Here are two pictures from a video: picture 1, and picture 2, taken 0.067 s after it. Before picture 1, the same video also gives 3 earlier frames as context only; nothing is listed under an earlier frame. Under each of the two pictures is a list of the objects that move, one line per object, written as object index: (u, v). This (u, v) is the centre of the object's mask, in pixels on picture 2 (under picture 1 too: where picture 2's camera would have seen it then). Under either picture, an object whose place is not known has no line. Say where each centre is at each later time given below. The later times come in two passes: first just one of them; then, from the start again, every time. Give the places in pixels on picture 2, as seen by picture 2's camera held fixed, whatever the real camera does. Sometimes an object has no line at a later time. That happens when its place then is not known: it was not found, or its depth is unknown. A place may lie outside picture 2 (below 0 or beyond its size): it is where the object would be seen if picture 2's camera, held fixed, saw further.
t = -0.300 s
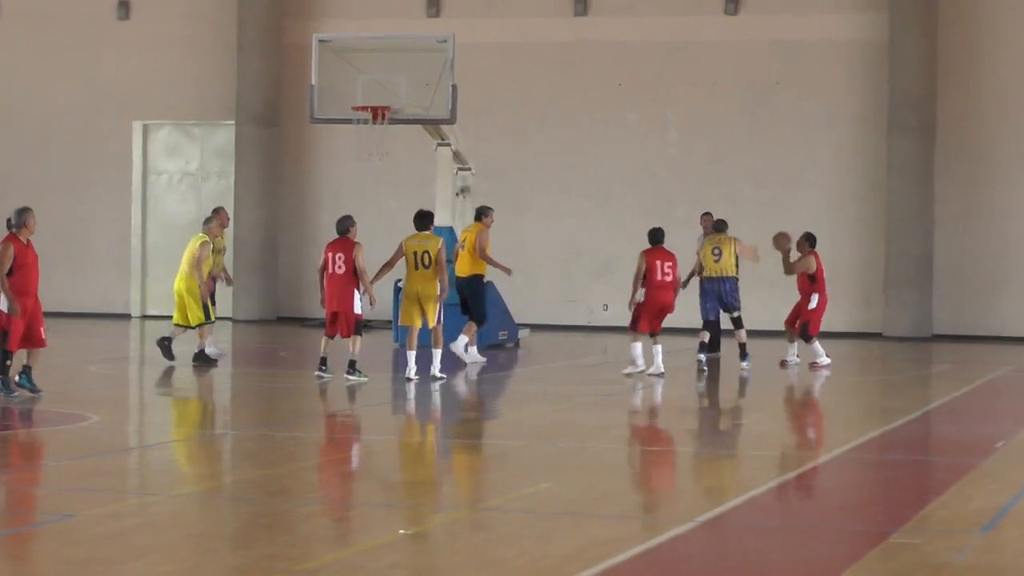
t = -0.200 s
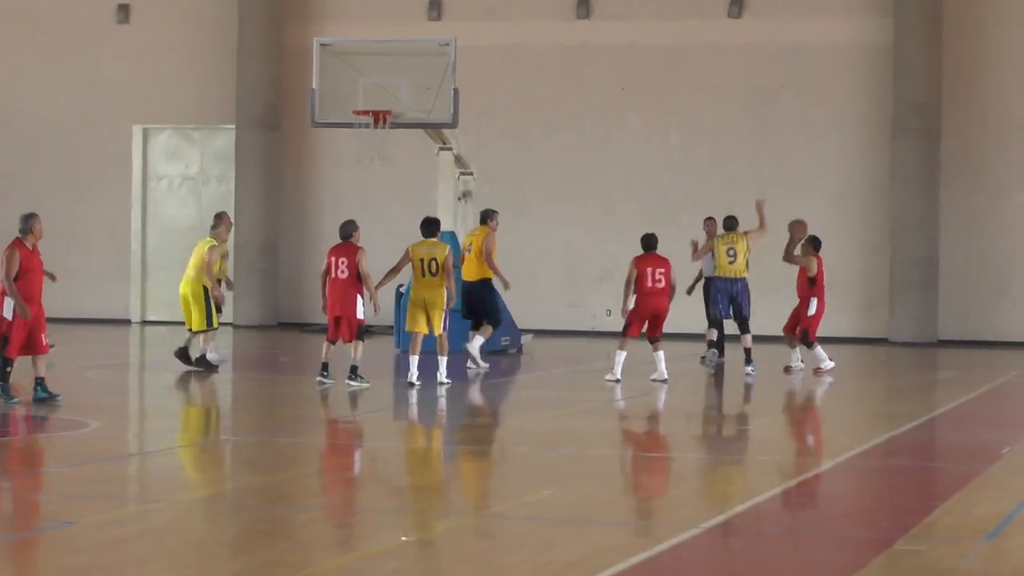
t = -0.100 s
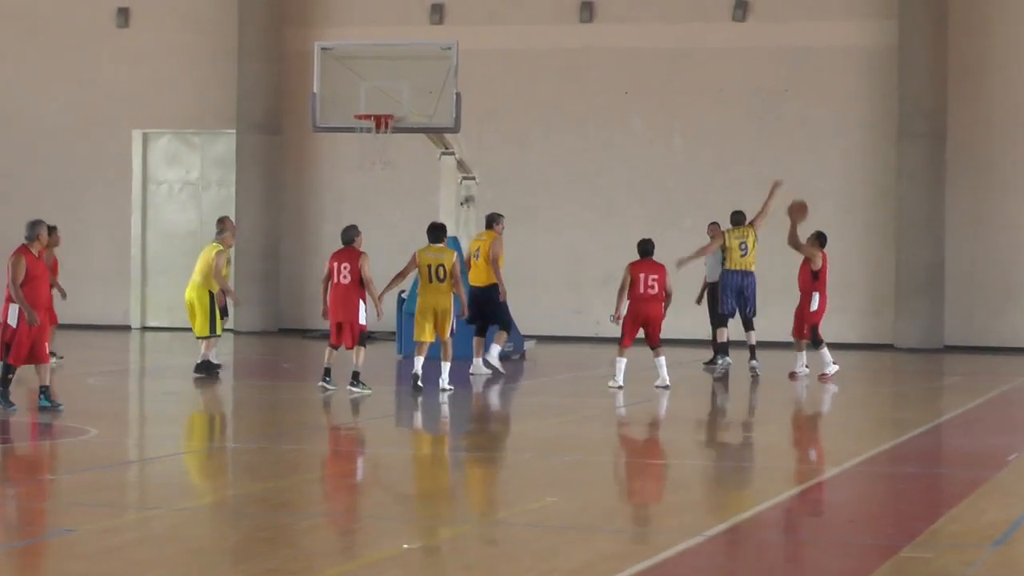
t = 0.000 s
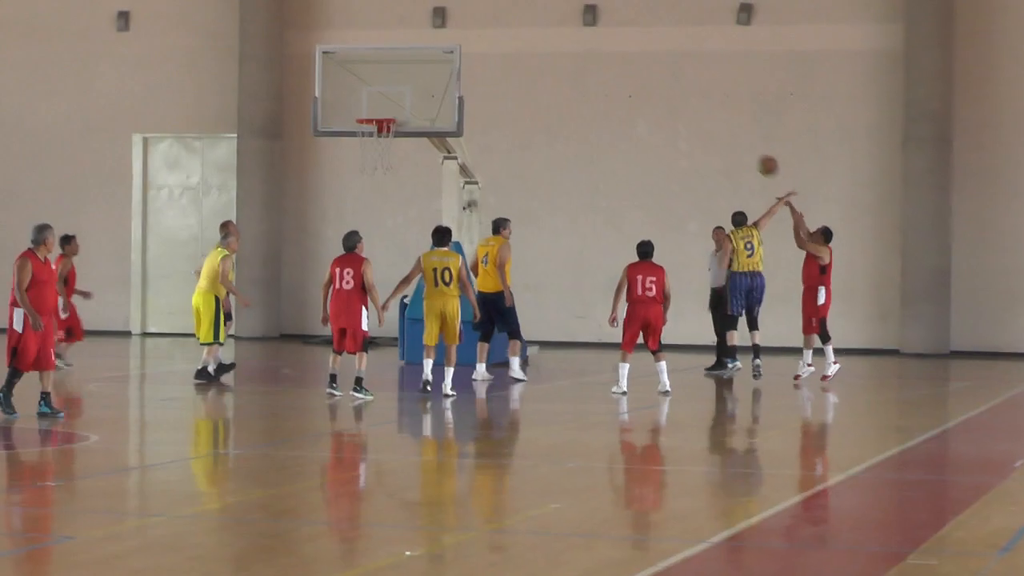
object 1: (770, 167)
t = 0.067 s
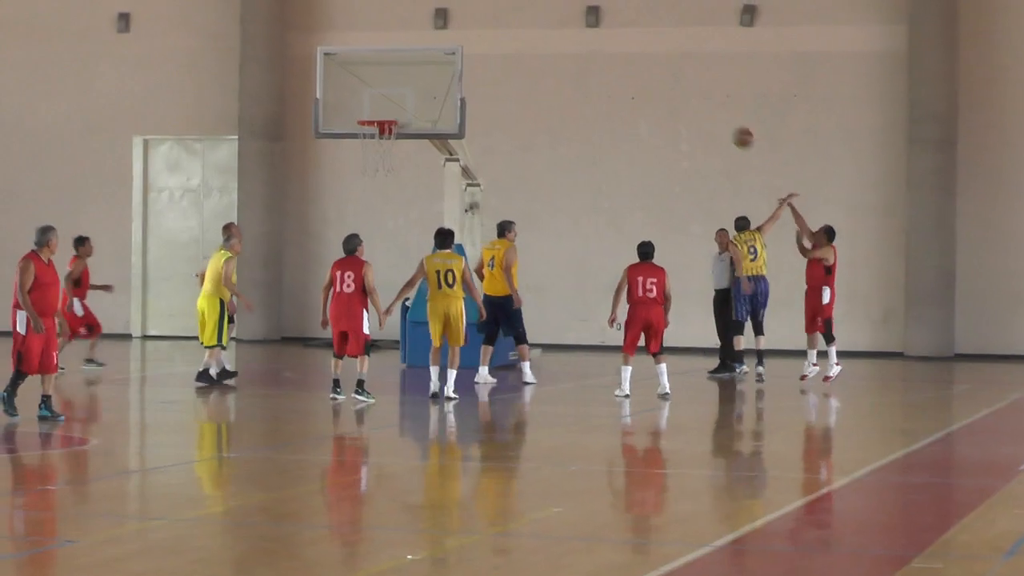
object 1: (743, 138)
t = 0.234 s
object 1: (676, 80)
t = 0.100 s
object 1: (729, 125)
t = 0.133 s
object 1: (716, 112)
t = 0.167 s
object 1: (703, 101)
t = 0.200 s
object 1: (688, 90)
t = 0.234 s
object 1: (676, 80)
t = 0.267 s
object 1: (663, 71)
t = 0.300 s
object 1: (650, 63)
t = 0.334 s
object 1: (638, 56)
